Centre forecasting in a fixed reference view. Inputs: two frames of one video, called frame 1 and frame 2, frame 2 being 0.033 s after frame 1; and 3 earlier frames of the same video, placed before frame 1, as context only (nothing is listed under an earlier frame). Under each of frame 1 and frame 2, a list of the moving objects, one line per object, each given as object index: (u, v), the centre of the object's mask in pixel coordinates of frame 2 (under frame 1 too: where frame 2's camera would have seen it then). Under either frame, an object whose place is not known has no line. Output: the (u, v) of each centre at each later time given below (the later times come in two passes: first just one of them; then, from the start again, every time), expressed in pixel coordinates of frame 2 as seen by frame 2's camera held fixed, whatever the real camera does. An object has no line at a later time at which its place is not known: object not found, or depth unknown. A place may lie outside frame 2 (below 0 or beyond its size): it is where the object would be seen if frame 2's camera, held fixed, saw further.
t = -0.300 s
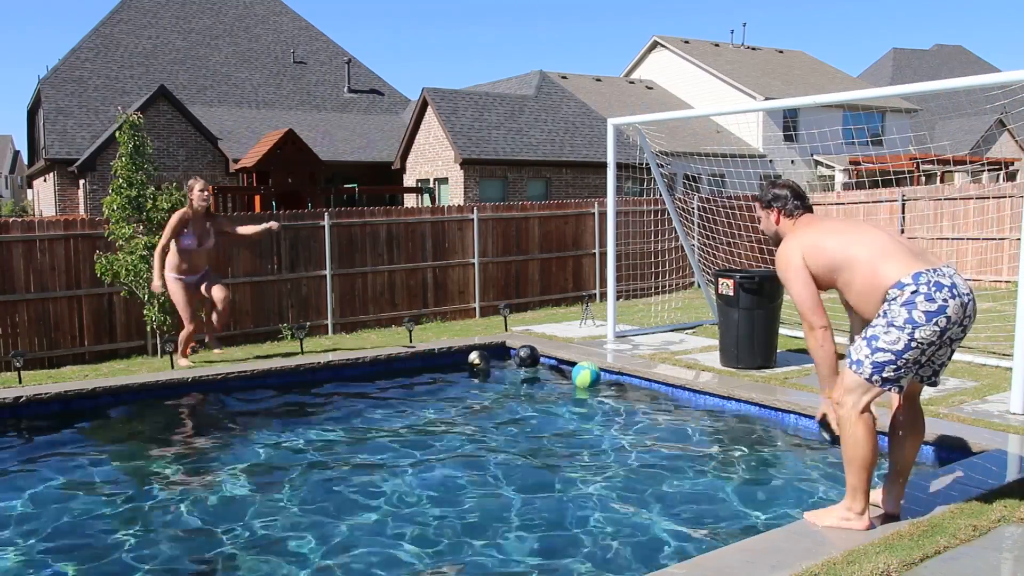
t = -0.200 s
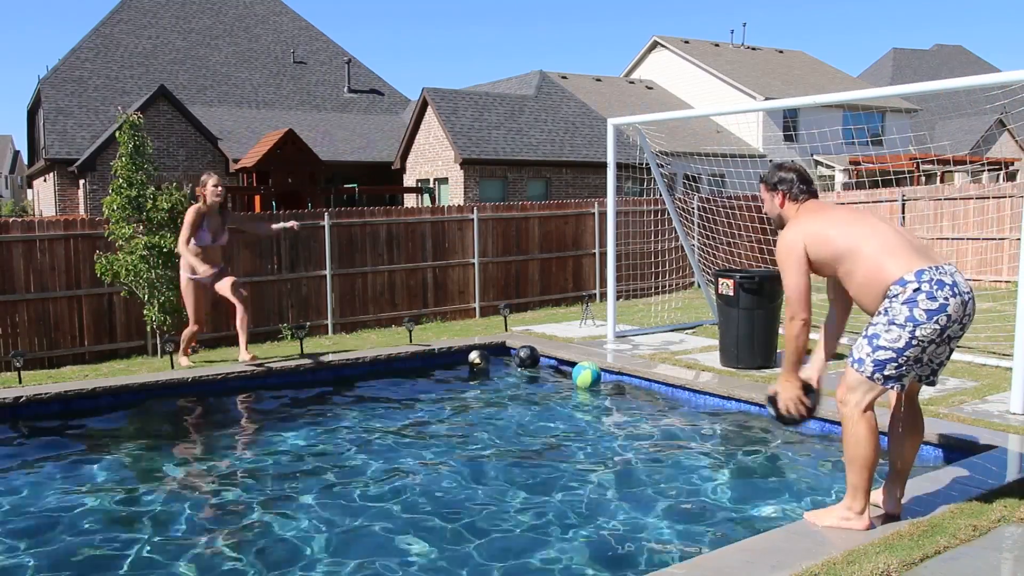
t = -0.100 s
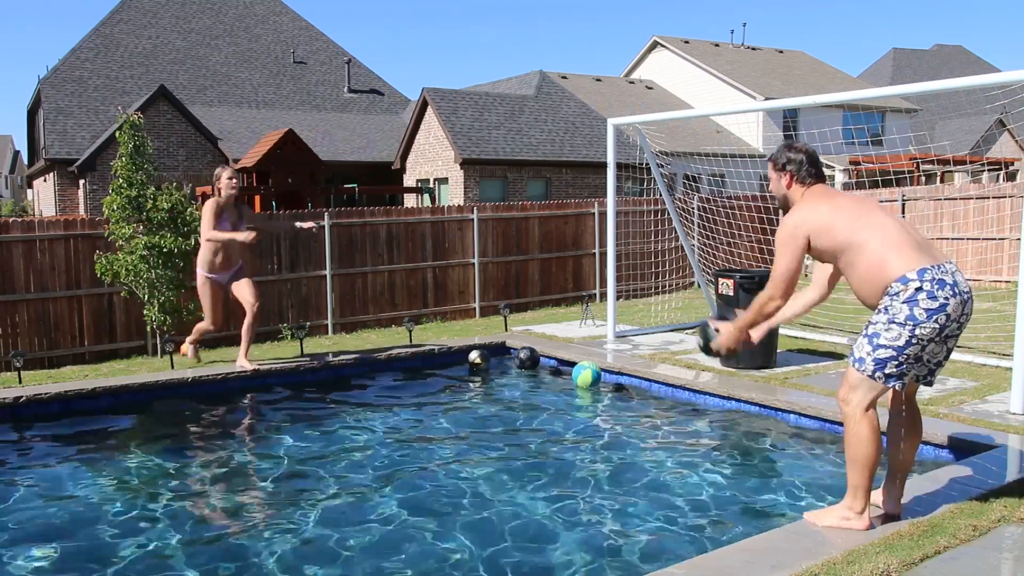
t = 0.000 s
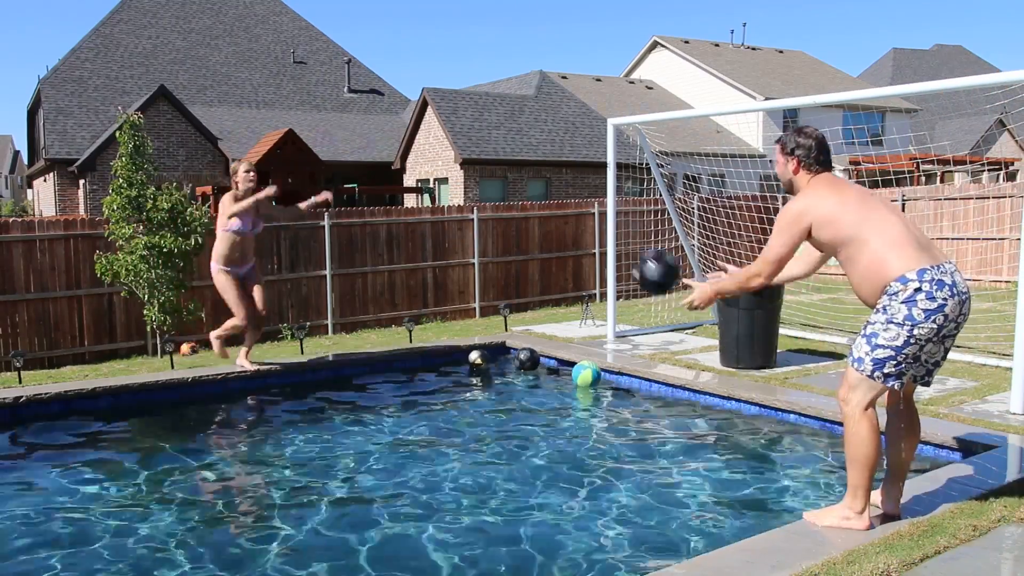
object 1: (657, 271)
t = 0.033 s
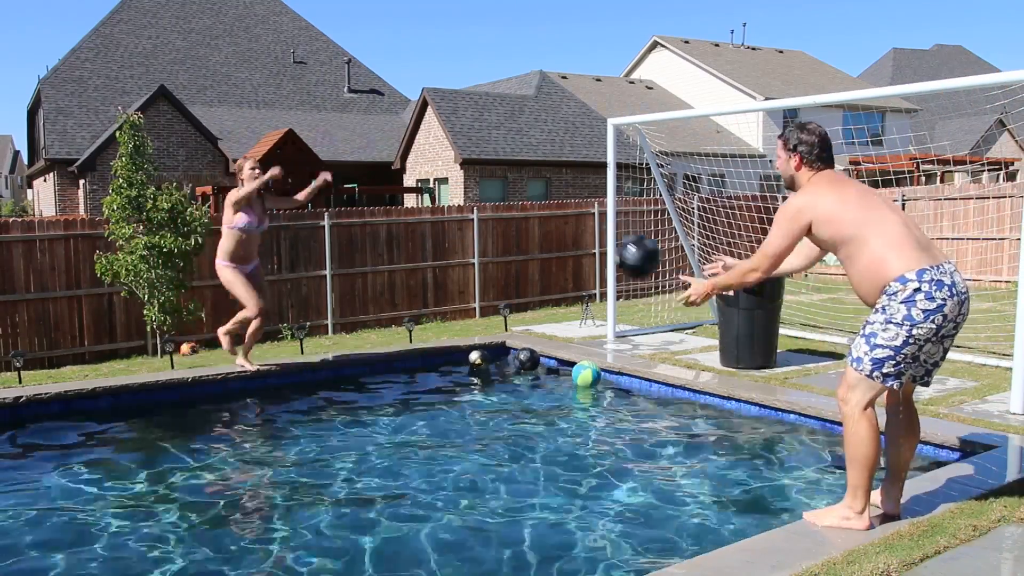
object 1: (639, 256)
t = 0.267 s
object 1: (517, 216)
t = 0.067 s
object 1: (620, 243)
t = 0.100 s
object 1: (600, 232)
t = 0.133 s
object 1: (582, 225)
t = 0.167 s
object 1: (565, 219)
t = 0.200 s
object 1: (548, 216)
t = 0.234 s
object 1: (532, 215)
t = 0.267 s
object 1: (517, 216)
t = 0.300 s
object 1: (501, 220)
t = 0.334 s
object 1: (487, 225)
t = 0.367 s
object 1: (472, 232)
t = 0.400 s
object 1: (459, 241)
